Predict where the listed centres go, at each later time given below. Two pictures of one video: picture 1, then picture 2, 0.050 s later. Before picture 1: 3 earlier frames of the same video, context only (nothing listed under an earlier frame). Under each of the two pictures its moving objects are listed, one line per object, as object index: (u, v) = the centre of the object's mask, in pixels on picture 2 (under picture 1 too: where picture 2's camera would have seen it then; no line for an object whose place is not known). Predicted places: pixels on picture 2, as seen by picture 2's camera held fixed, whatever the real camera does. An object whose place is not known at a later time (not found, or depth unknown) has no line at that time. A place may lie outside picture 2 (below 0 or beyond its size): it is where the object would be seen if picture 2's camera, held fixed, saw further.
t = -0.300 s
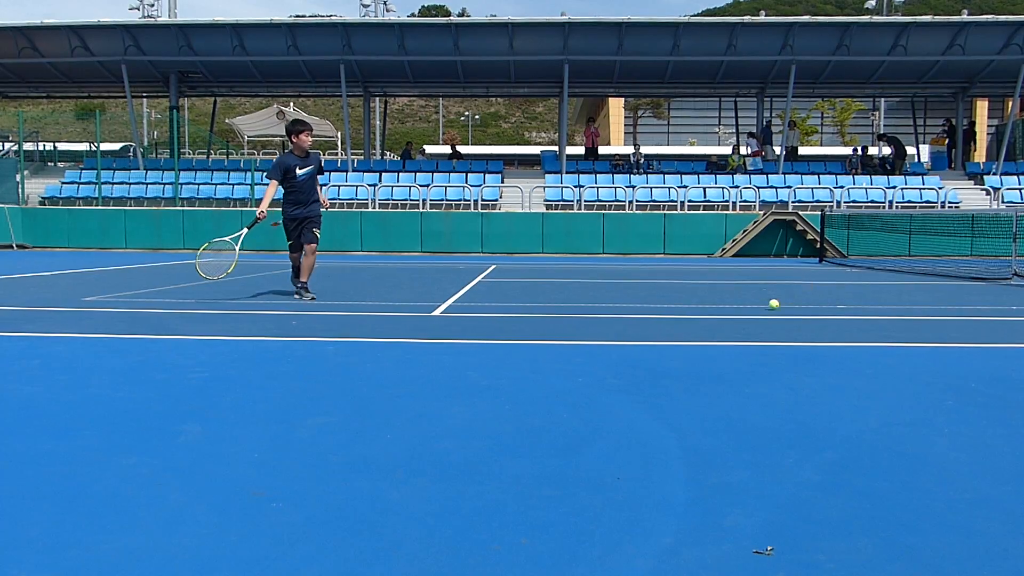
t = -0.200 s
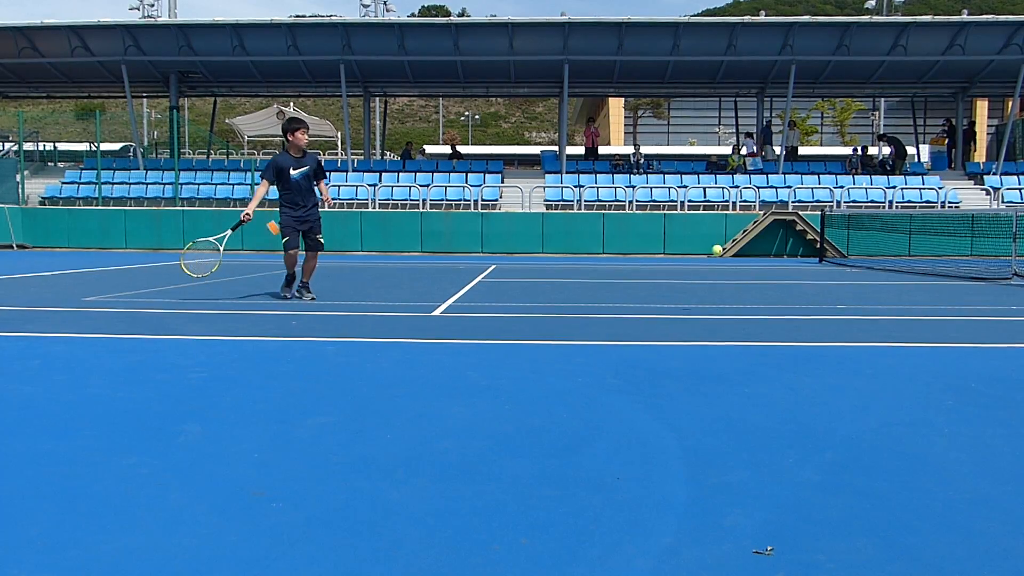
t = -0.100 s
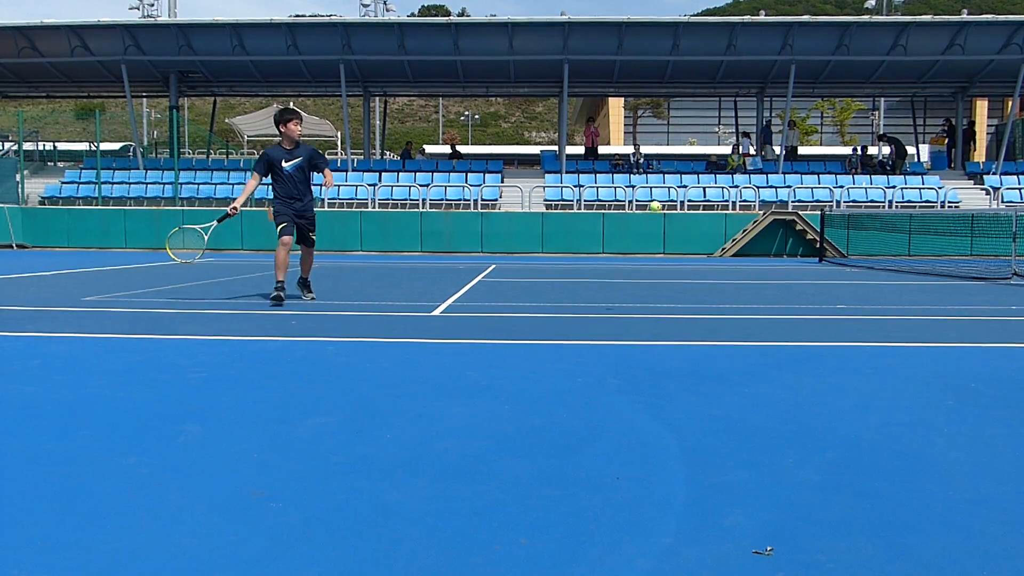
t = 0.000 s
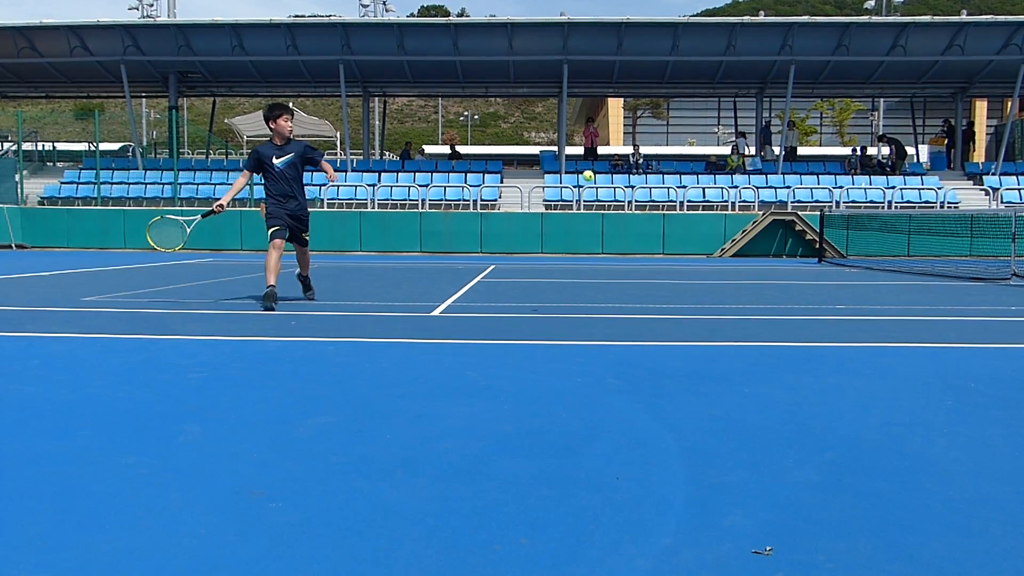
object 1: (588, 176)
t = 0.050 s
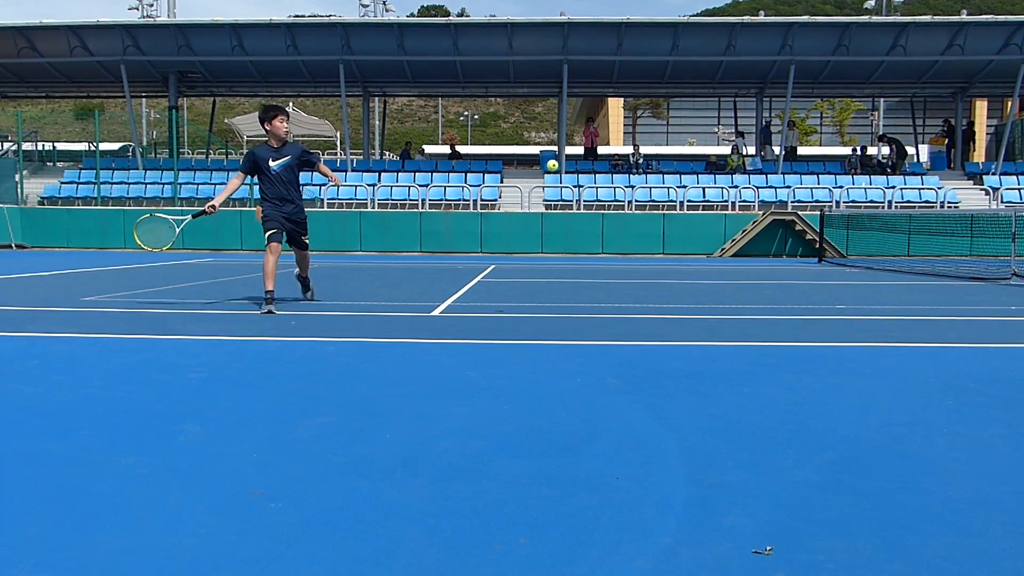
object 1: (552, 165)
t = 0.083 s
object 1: (528, 161)
